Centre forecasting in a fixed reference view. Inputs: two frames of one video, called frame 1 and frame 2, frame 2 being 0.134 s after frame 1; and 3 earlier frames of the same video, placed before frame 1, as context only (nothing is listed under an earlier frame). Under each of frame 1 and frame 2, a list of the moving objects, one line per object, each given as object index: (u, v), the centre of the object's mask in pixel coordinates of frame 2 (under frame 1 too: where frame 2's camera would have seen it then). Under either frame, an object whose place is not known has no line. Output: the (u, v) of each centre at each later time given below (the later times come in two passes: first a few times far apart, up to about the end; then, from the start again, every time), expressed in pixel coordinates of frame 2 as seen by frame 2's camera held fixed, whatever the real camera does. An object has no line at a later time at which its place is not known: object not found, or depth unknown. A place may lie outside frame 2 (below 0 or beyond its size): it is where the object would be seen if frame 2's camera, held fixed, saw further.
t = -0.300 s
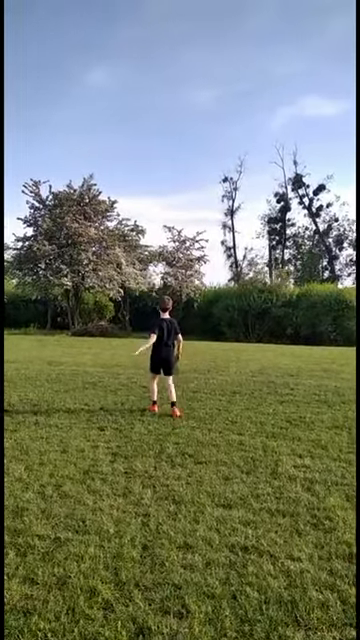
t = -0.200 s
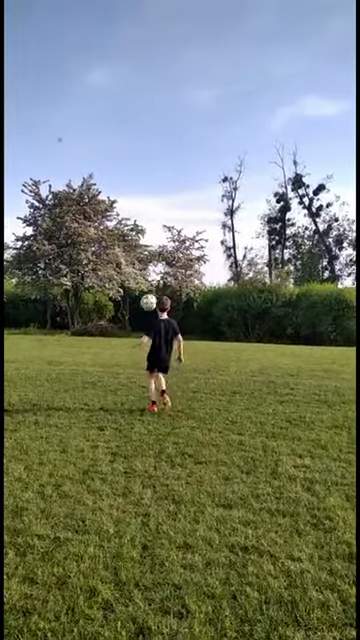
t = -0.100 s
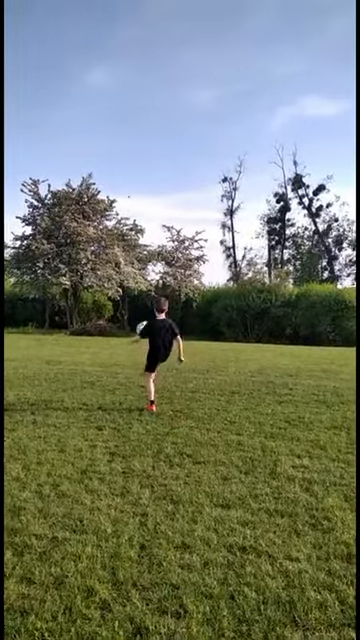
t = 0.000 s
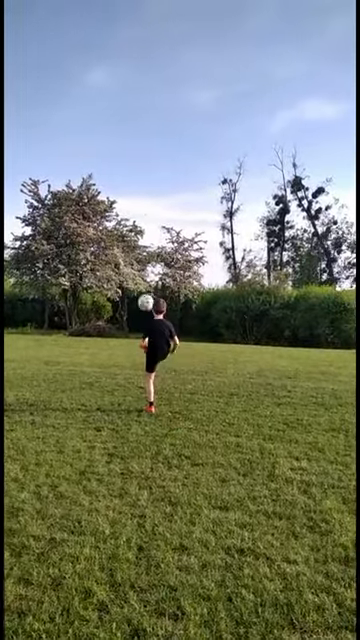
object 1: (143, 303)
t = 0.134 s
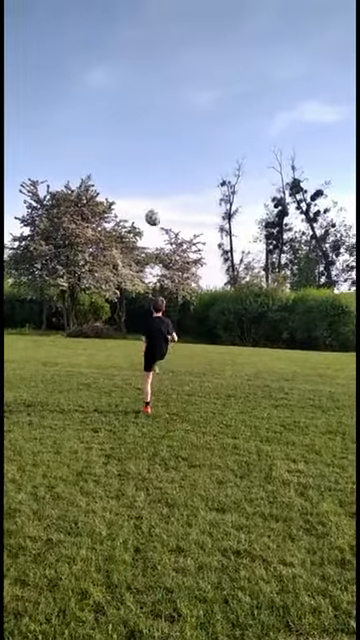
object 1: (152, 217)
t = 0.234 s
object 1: (159, 160)
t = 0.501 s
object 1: (175, 42)
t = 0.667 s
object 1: (184, 0)
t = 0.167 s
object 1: (154, 198)
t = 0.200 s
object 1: (156, 179)
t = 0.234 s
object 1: (159, 160)
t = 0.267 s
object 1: (161, 142)
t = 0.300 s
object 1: (163, 126)
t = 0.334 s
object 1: (166, 109)
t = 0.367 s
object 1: (168, 94)
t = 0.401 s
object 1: (170, 79)
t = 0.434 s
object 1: (172, 67)
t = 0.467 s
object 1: (173, 55)
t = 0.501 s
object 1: (175, 42)
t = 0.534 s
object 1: (177, 31)
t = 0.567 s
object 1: (179, 22)
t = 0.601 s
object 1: (182, 13)
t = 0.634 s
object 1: (183, 5)
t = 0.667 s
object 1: (184, 0)
